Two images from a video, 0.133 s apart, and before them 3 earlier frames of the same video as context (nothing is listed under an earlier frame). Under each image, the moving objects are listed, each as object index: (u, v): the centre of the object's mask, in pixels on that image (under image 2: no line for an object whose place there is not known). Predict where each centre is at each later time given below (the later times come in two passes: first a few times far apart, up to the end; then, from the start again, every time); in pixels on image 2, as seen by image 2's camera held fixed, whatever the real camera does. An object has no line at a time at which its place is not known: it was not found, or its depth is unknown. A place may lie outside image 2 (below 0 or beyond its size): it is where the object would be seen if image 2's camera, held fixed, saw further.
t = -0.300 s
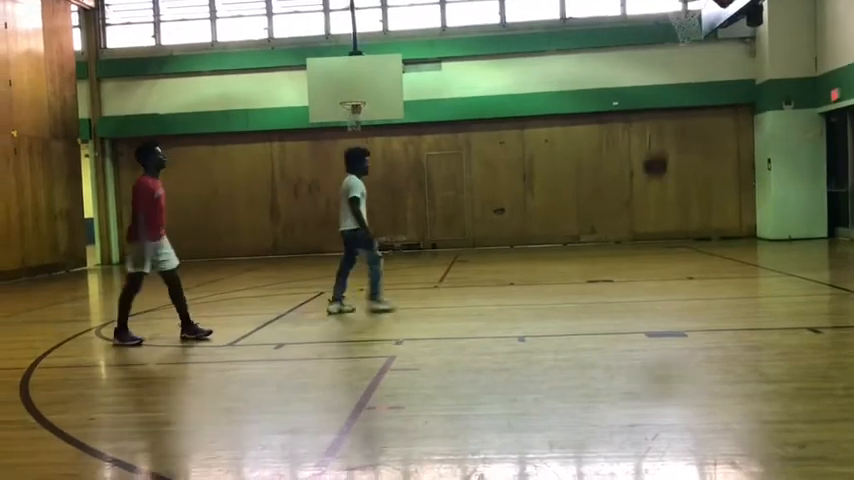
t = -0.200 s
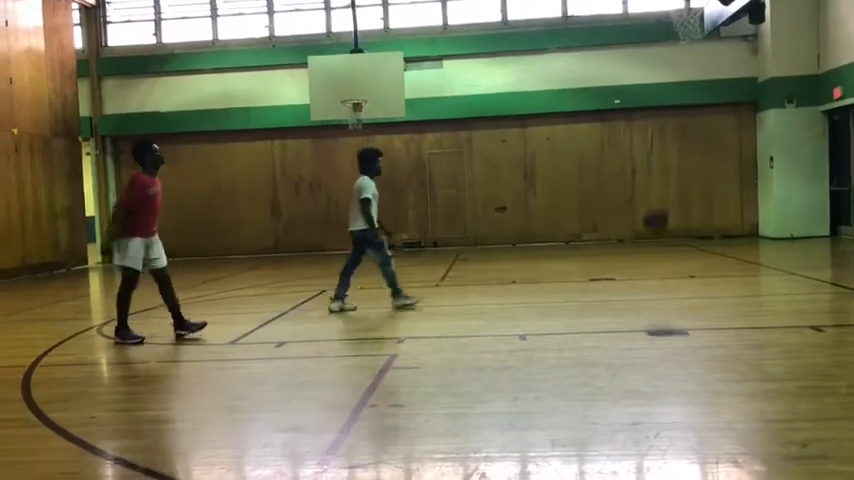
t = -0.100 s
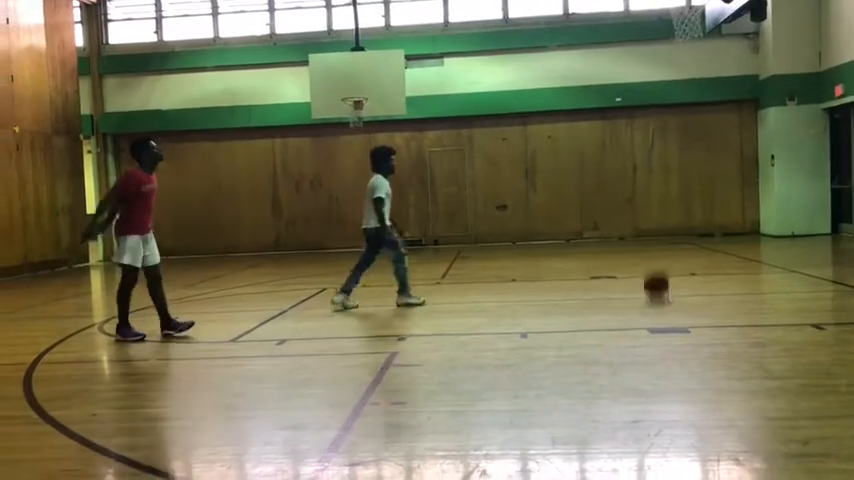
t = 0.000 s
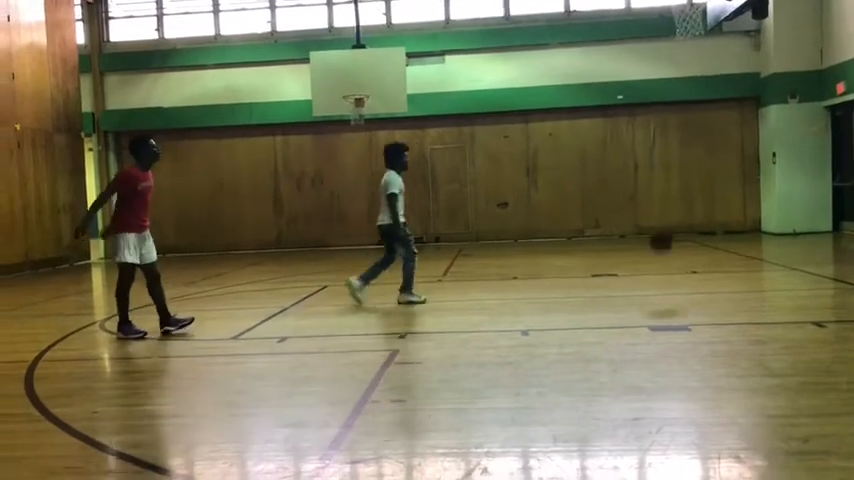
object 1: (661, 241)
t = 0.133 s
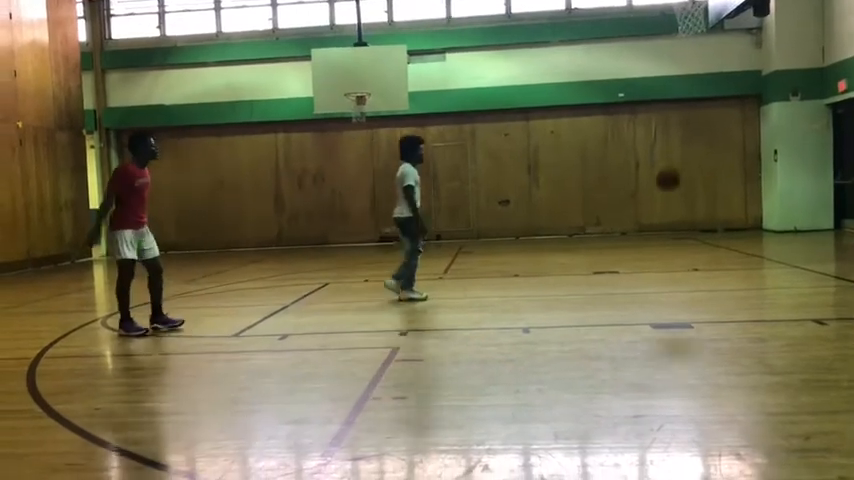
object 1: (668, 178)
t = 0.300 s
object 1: (675, 131)
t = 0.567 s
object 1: (690, 110)
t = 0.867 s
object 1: (709, 171)
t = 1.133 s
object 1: (723, 265)
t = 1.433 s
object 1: (730, 176)
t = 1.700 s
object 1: (737, 169)
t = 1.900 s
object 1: (745, 208)
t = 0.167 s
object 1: (669, 167)
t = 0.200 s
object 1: (671, 156)
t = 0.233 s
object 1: (672, 147)
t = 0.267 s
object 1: (674, 139)
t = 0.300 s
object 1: (675, 131)
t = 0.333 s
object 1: (678, 124)
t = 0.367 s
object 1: (680, 118)
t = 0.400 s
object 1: (681, 114)
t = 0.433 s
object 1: (683, 111)
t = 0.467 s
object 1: (684, 110)
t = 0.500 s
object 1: (685, 110)
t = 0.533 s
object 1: (688, 109)
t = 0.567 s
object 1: (690, 110)
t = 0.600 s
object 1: (692, 112)
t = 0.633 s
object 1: (694, 115)
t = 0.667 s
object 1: (697, 120)
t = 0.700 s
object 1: (698, 126)
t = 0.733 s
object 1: (701, 134)
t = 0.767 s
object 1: (703, 140)
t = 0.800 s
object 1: (704, 150)
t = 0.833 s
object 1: (706, 160)
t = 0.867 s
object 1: (709, 171)
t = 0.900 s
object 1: (712, 183)
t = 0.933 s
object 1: (713, 196)
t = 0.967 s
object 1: (715, 210)
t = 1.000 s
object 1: (716, 226)
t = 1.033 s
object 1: (719, 242)
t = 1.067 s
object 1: (721, 260)
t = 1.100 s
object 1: (723, 276)
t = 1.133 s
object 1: (723, 265)
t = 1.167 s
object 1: (724, 253)
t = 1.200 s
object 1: (725, 241)
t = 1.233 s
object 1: (725, 226)
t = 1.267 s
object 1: (726, 217)
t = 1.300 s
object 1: (727, 205)
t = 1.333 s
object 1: (727, 197)
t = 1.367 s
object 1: (728, 188)
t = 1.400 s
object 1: (729, 183)
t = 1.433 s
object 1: (730, 176)
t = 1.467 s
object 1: (732, 171)
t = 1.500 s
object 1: (732, 168)
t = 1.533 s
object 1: (733, 166)
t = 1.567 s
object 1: (733, 164)
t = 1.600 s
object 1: (734, 164)
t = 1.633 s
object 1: (735, 164)
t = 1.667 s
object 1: (736, 166)
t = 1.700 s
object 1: (737, 169)
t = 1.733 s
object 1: (738, 172)
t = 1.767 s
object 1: (739, 177)
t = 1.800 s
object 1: (741, 182)
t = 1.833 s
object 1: (742, 190)
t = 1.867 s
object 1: (743, 198)
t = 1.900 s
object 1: (745, 208)
